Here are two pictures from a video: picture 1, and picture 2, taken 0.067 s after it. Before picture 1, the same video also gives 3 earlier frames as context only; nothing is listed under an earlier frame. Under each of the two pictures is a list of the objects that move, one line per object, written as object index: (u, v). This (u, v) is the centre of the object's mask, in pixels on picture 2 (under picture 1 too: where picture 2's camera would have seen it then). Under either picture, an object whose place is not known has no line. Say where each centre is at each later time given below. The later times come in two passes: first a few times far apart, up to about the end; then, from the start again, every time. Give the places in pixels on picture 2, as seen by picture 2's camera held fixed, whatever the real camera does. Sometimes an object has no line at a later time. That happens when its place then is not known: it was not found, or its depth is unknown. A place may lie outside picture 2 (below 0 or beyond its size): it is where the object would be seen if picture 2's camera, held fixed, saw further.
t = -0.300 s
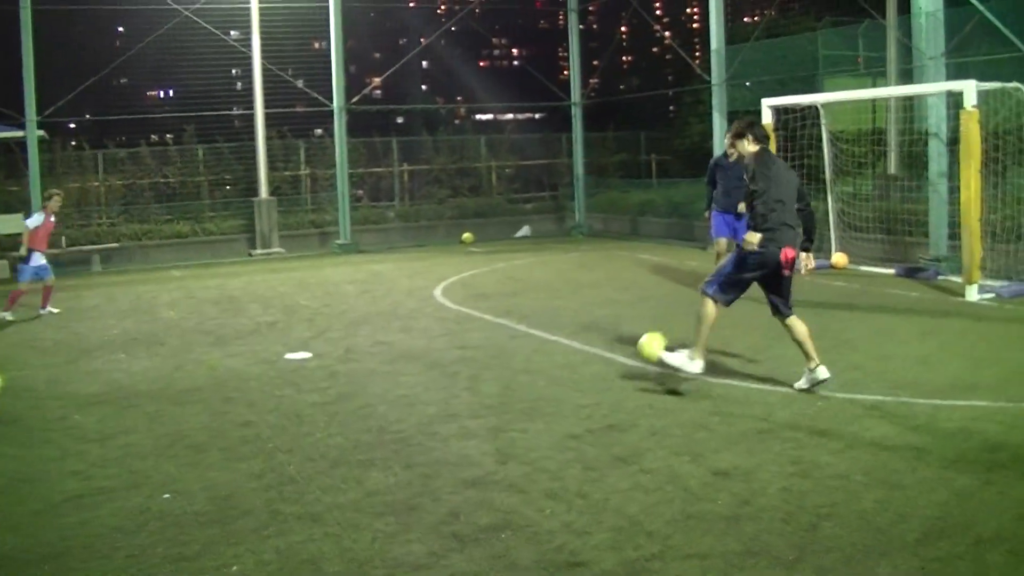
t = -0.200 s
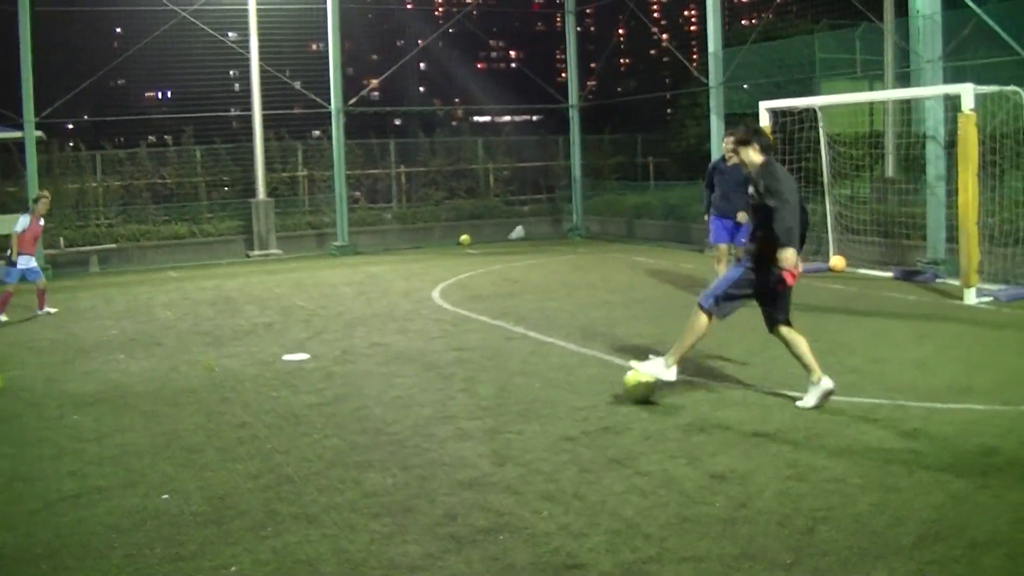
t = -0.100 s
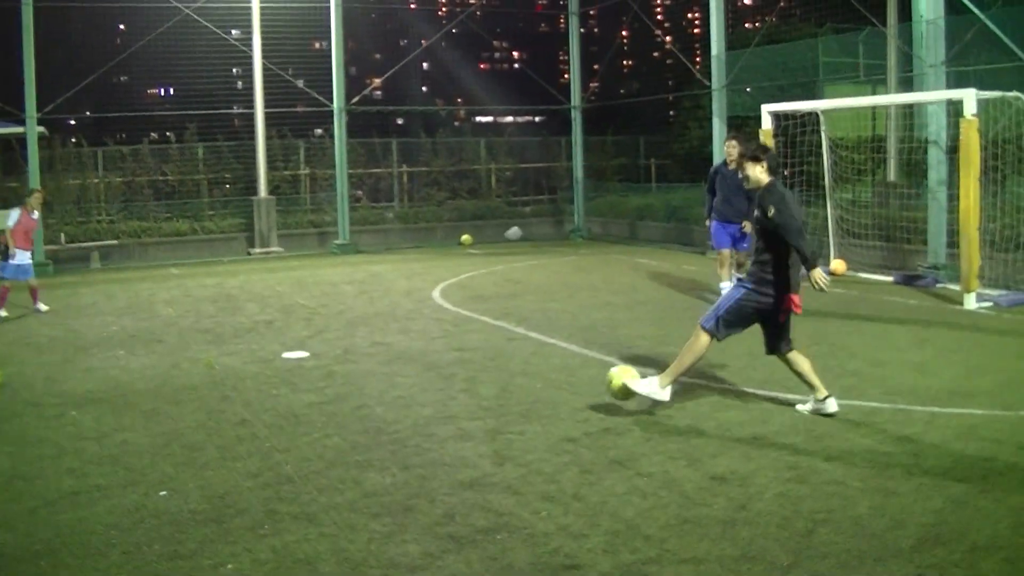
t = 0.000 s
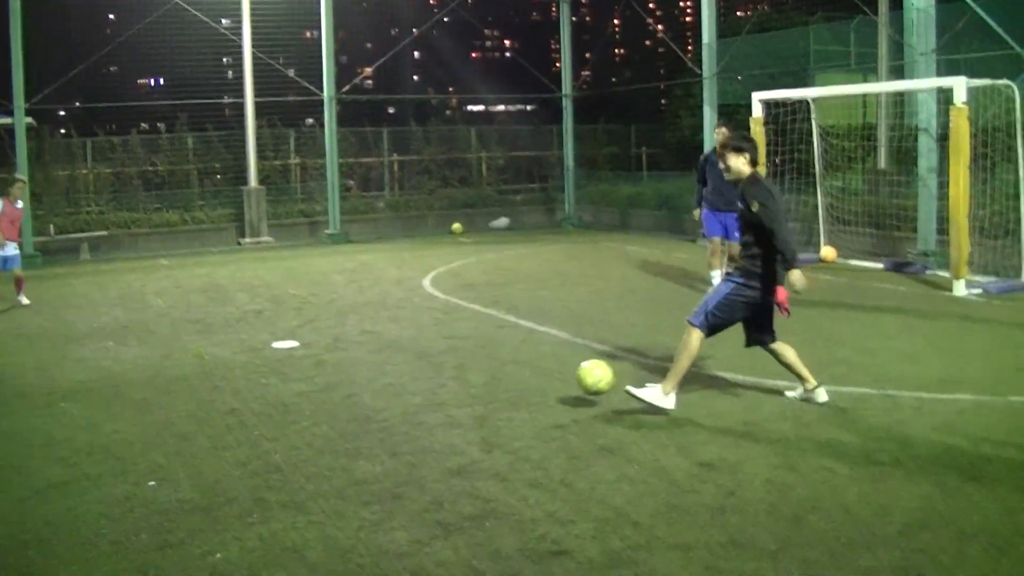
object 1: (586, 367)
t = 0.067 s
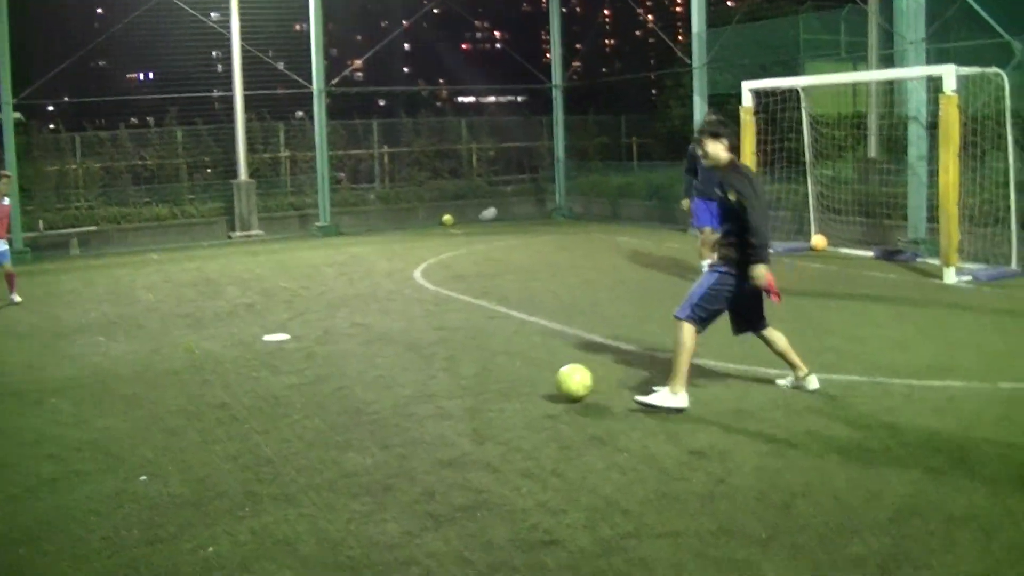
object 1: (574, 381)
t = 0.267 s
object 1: (535, 401)
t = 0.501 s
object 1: (487, 426)
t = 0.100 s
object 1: (568, 385)
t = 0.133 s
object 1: (561, 386)
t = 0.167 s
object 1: (554, 388)
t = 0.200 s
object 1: (548, 394)
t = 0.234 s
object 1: (541, 399)
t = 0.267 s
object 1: (535, 401)
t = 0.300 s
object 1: (529, 405)
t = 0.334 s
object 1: (522, 409)
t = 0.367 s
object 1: (516, 412)
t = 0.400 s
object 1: (509, 415)
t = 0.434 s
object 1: (502, 419)
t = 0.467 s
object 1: (495, 422)
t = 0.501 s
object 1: (487, 426)
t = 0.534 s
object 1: (480, 429)
